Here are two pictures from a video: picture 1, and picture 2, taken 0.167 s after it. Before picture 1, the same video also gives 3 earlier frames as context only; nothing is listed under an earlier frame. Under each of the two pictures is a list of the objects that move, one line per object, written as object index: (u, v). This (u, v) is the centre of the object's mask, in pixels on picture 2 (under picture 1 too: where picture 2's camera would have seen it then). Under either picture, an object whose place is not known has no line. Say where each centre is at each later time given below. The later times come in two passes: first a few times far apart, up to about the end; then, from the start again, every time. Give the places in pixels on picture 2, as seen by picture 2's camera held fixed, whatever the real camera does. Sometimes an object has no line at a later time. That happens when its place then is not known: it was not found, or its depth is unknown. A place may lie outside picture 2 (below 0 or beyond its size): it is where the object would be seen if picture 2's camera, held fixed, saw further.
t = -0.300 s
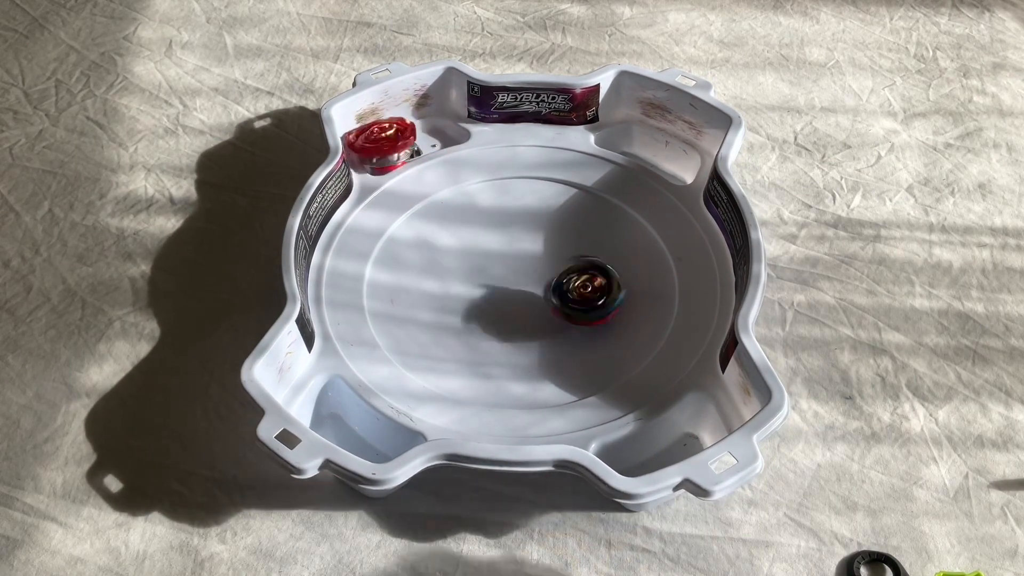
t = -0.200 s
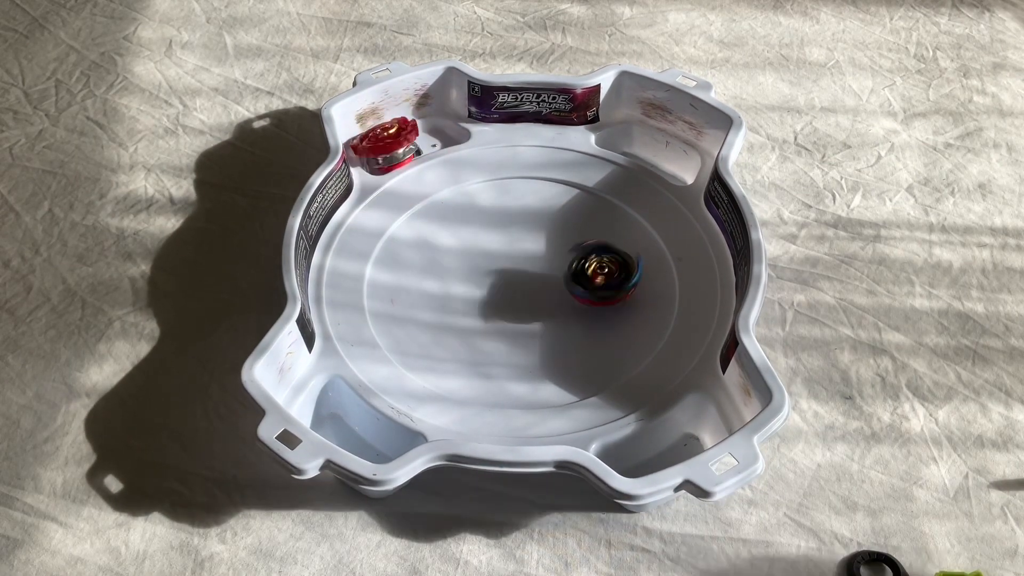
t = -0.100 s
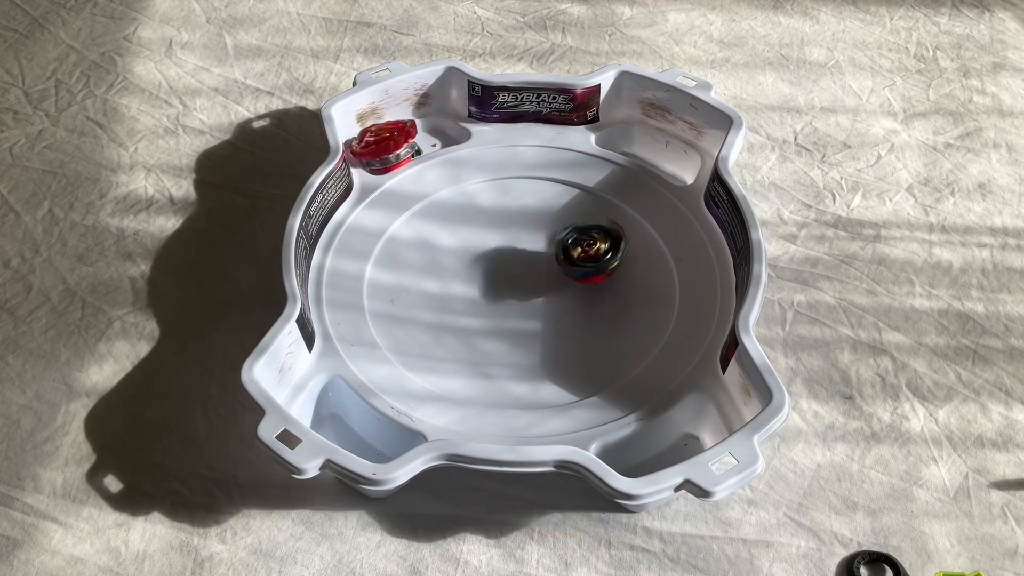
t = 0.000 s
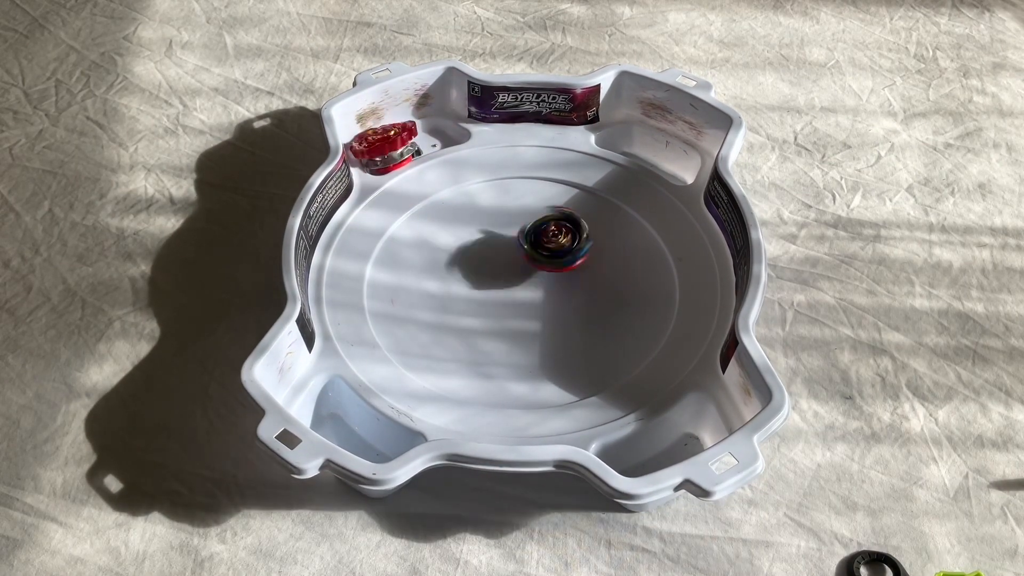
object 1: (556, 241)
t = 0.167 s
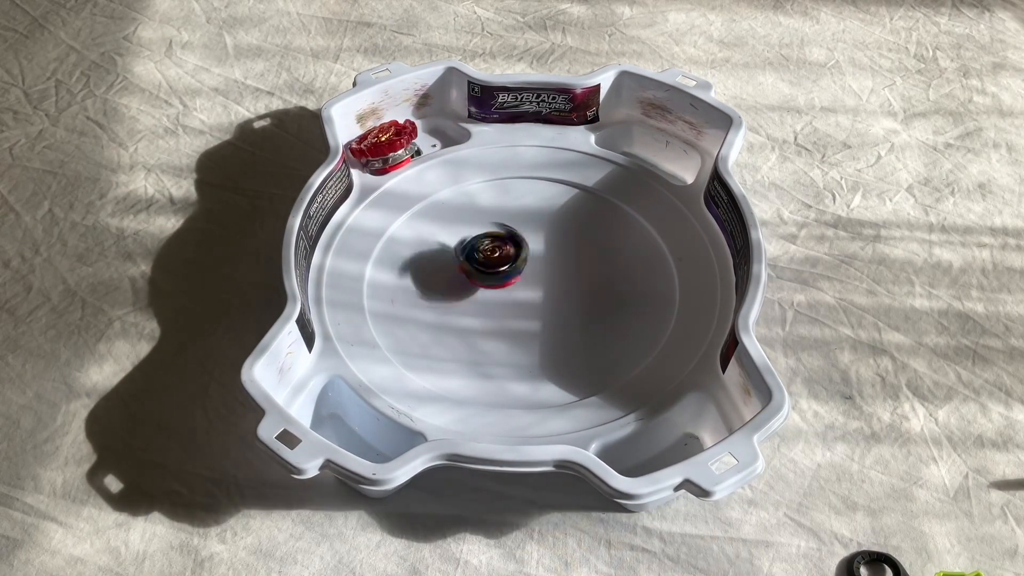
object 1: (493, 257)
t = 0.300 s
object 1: (468, 285)
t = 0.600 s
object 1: (521, 311)
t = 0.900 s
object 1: (517, 239)
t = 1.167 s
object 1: (452, 230)
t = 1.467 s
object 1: (516, 274)
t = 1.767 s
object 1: (569, 228)
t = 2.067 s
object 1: (502, 238)
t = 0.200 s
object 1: (484, 264)
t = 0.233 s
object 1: (477, 271)
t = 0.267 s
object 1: (472, 278)
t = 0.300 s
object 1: (468, 285)
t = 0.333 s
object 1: (467, 292)
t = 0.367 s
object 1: (468, 299)
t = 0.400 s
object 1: (471, 306)
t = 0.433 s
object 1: (477, 312)
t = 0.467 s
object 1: (485, 316)
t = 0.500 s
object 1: (490, 317)
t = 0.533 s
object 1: (501, 318)
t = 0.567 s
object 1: (512, 316)
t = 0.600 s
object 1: (521, 311)
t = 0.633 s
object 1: (529, 305)
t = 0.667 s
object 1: (535, 297)
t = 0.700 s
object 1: (537, 288)
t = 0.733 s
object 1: (538, 279)
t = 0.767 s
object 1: (537, 270)
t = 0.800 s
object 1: (533, 261)
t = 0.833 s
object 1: (529, 253)
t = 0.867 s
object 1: (524, 246)
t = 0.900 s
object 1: (517, 239)
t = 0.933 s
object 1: (509, 233)
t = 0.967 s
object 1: (501, 228)
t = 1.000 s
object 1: (493, 224)
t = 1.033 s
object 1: (484, 222)
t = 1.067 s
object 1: (475, 221)
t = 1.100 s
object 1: (466, 222)
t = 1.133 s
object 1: (459, 225)
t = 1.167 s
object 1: (452, 230)
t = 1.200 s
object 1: (449, 237)
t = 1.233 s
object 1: (449, 245)
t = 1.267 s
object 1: (452, 254)
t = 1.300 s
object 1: (459, 262)
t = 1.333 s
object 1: (469, 268)
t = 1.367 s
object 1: (480, 272)
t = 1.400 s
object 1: (492, 274)
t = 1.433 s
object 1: (504, 275)
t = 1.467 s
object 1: (516, 274)
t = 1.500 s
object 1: (527, 272)
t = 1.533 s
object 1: (537, 269)
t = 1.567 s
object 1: (546, 264)
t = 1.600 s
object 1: (553, 259)
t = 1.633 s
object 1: (560, 254)
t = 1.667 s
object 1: (565, 247)
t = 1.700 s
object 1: (568, 241)
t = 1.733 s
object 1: (569, 235)
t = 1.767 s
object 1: (569, 228)
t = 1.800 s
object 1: (566, 221)
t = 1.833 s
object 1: (560, 216)
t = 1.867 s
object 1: (552, 213)
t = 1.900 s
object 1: (542, 213)
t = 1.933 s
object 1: (532, 214)
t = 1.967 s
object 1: (523, 218)
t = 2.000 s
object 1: (514, 223)
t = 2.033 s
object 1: (507, 231)
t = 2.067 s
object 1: (502, 238)
